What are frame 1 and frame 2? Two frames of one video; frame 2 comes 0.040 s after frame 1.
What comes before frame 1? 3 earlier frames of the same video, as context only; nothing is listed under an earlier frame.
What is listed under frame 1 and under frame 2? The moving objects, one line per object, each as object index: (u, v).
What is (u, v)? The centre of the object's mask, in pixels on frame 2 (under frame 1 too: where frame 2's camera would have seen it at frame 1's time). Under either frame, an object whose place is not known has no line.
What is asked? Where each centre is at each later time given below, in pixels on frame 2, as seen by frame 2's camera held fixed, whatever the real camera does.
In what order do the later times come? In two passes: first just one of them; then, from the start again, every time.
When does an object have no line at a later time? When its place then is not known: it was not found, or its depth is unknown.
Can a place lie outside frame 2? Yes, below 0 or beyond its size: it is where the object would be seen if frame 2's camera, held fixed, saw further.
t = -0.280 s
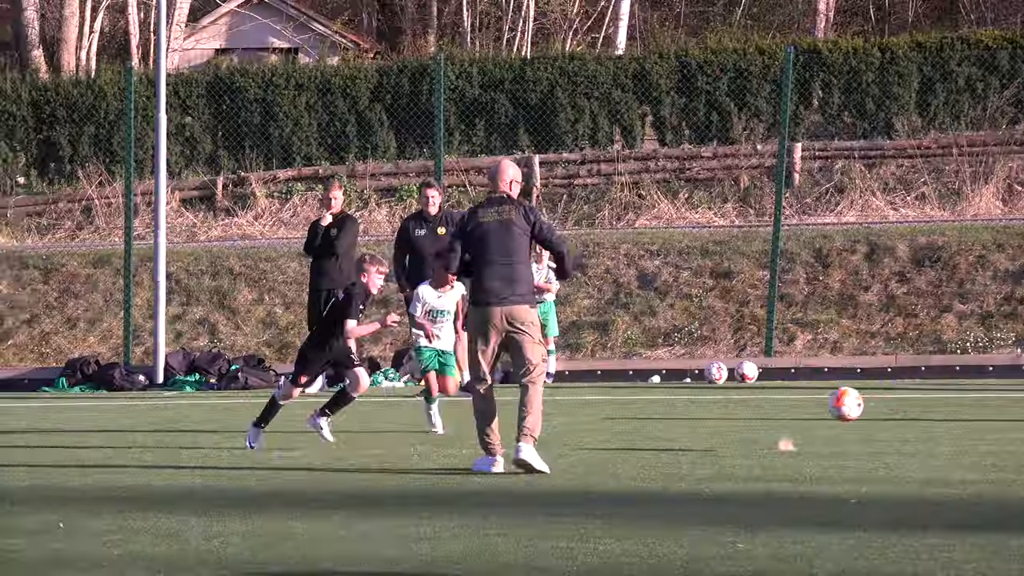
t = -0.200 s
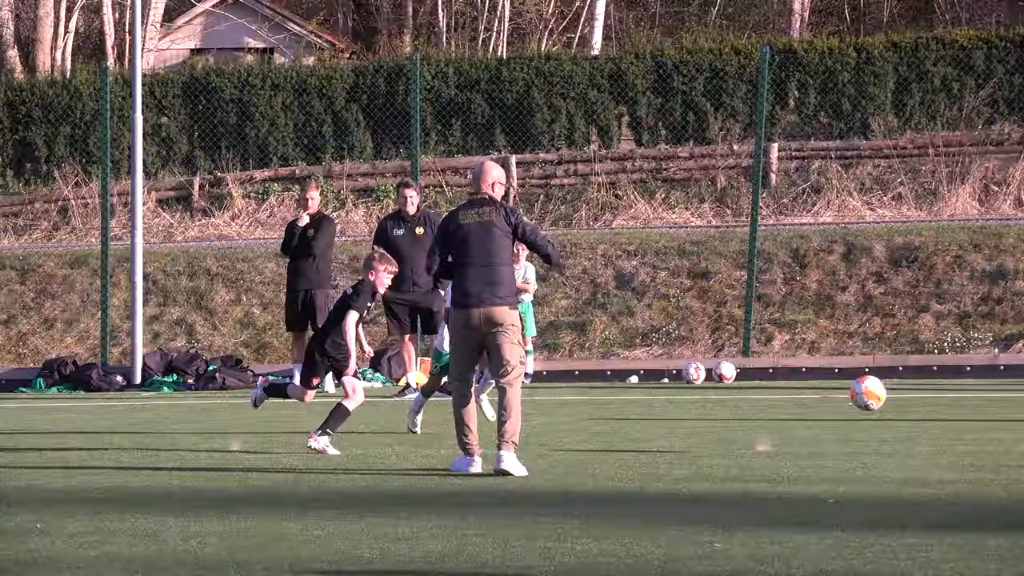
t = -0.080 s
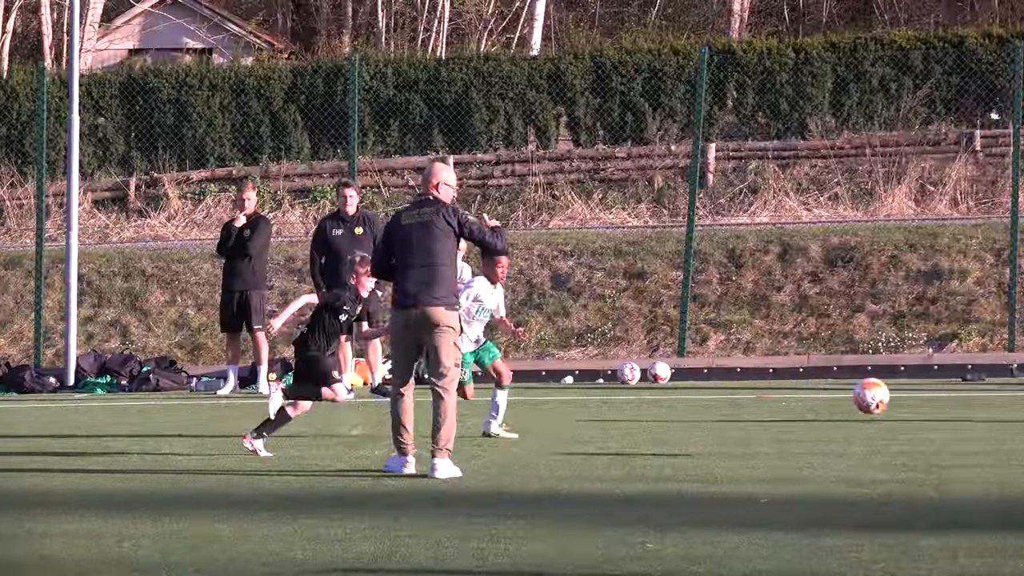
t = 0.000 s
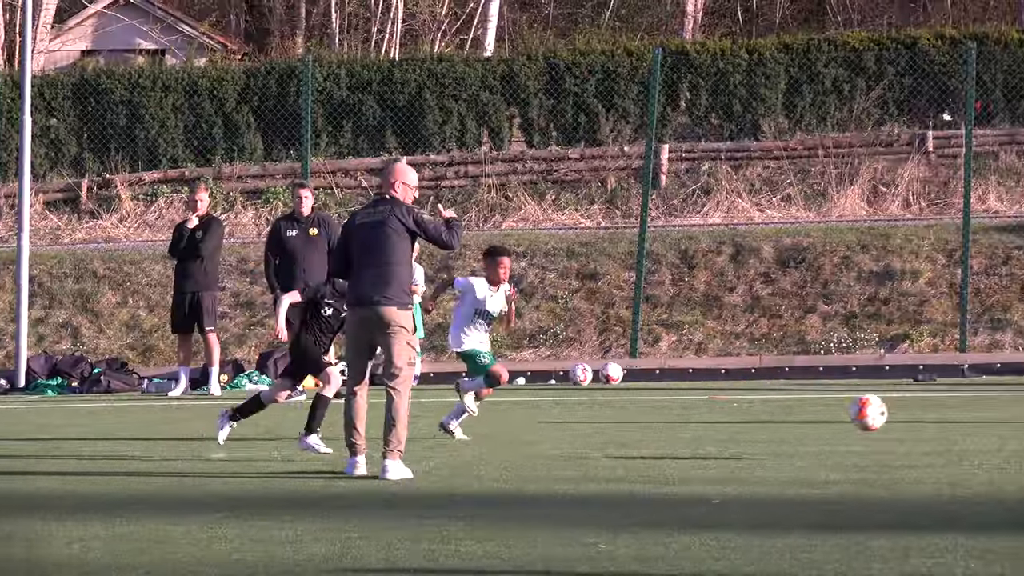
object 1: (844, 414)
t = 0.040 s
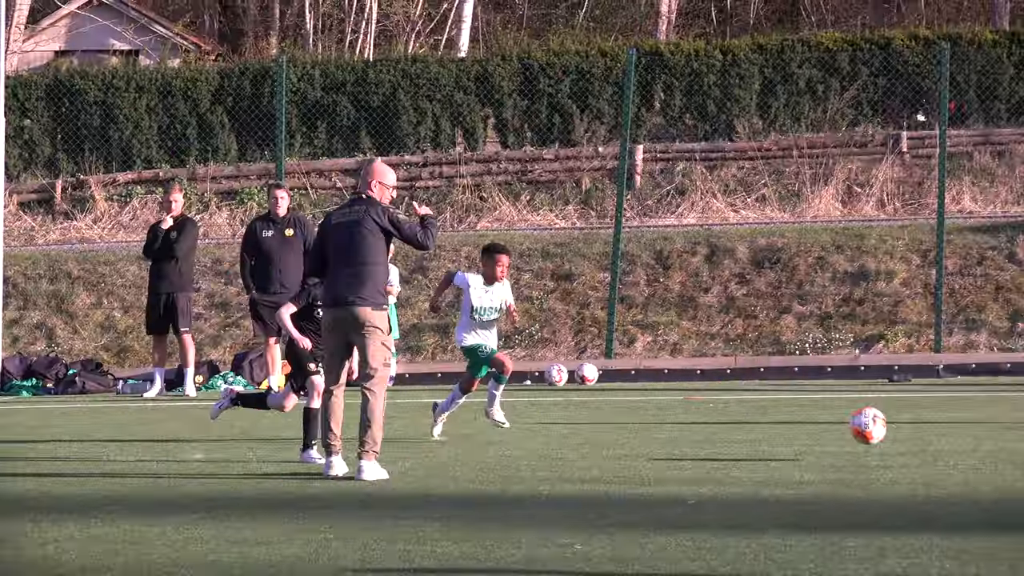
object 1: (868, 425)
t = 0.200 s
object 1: (959, 426)
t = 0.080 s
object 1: (890, 441)
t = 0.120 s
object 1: (912, 440)
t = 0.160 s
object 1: (935, 432)
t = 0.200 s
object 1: (959, 426)
